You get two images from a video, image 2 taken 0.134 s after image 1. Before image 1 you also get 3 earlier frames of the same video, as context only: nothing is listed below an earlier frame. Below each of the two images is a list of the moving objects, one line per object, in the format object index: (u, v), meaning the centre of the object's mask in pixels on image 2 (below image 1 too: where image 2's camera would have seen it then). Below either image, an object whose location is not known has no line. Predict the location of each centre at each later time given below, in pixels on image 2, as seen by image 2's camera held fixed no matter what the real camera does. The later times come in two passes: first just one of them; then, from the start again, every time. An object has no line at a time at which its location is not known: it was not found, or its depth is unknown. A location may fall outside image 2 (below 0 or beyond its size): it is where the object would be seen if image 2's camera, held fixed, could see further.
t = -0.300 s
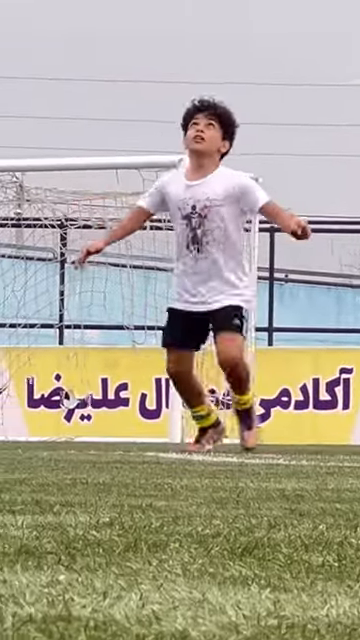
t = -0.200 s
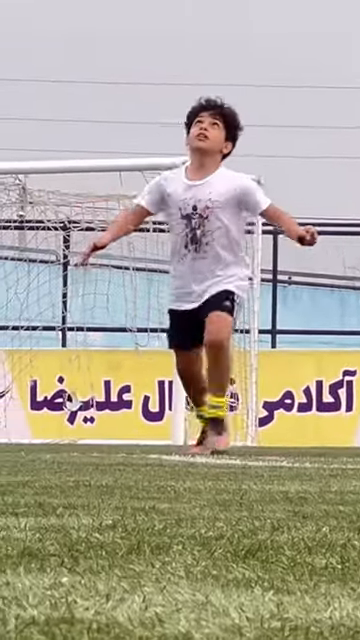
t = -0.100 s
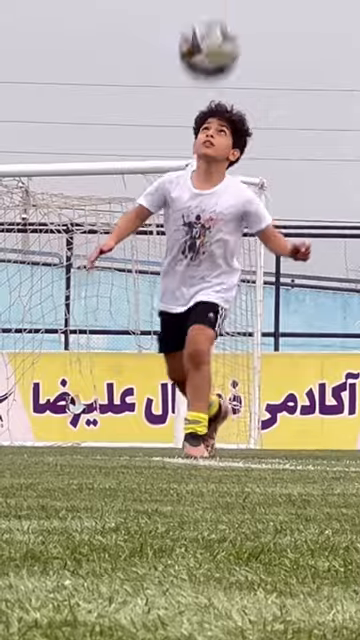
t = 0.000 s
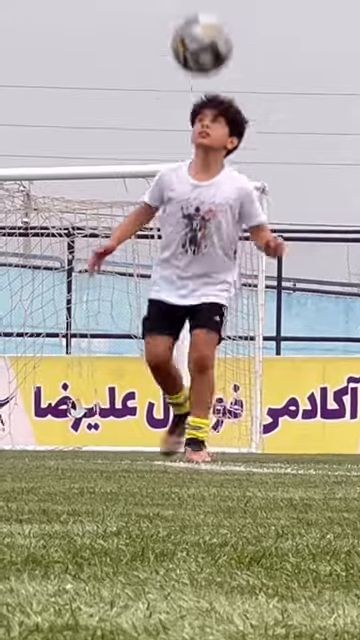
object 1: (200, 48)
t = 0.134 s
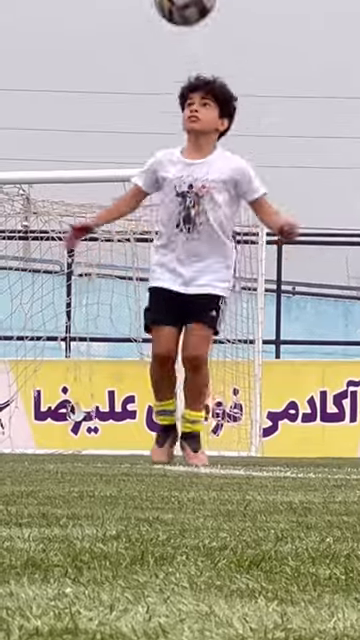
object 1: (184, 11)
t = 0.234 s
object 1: (167, 8)
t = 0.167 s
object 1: (175, 7)
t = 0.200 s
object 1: (171, 7)
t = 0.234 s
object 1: (167, 8)
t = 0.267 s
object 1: (162, 11)
